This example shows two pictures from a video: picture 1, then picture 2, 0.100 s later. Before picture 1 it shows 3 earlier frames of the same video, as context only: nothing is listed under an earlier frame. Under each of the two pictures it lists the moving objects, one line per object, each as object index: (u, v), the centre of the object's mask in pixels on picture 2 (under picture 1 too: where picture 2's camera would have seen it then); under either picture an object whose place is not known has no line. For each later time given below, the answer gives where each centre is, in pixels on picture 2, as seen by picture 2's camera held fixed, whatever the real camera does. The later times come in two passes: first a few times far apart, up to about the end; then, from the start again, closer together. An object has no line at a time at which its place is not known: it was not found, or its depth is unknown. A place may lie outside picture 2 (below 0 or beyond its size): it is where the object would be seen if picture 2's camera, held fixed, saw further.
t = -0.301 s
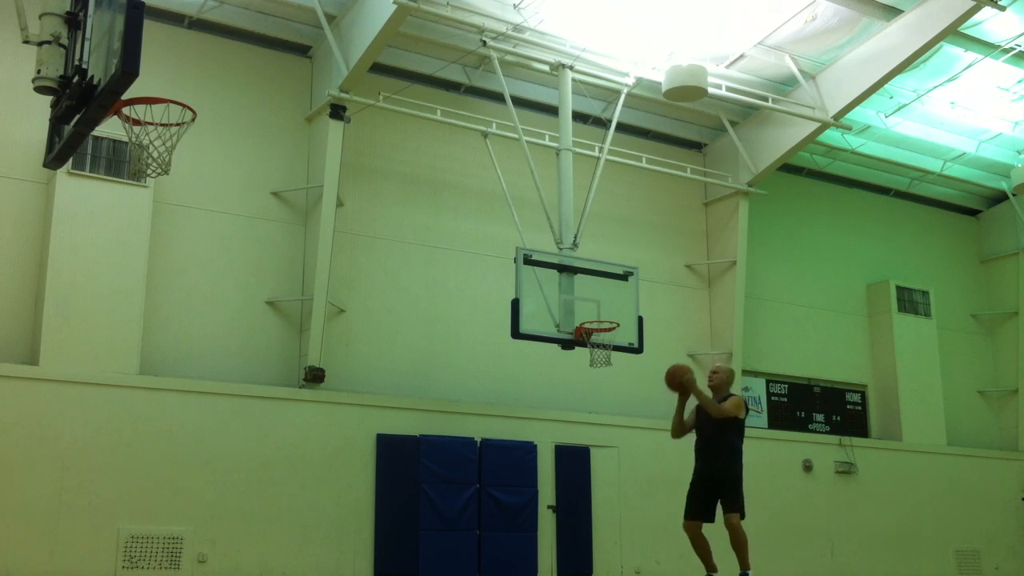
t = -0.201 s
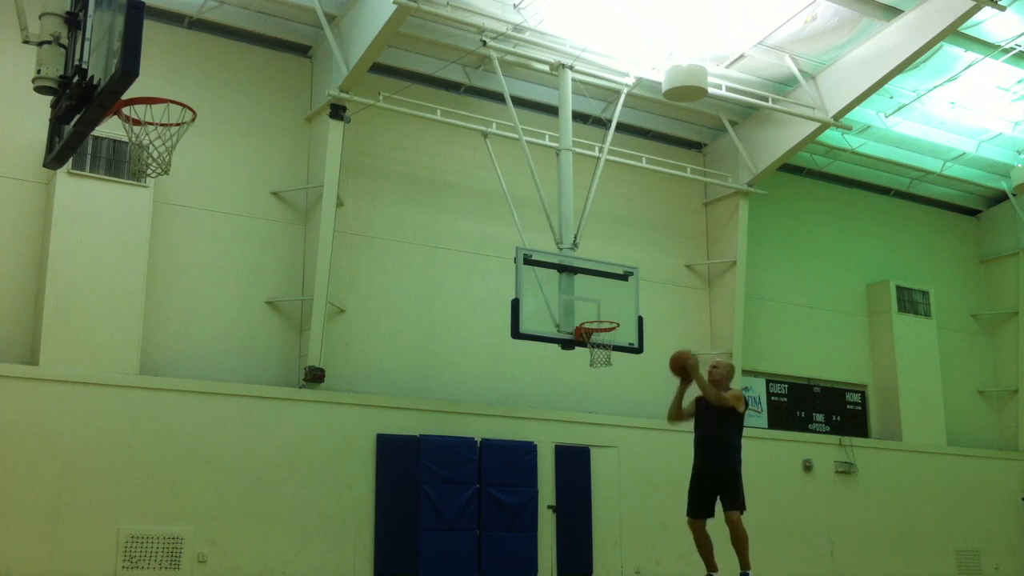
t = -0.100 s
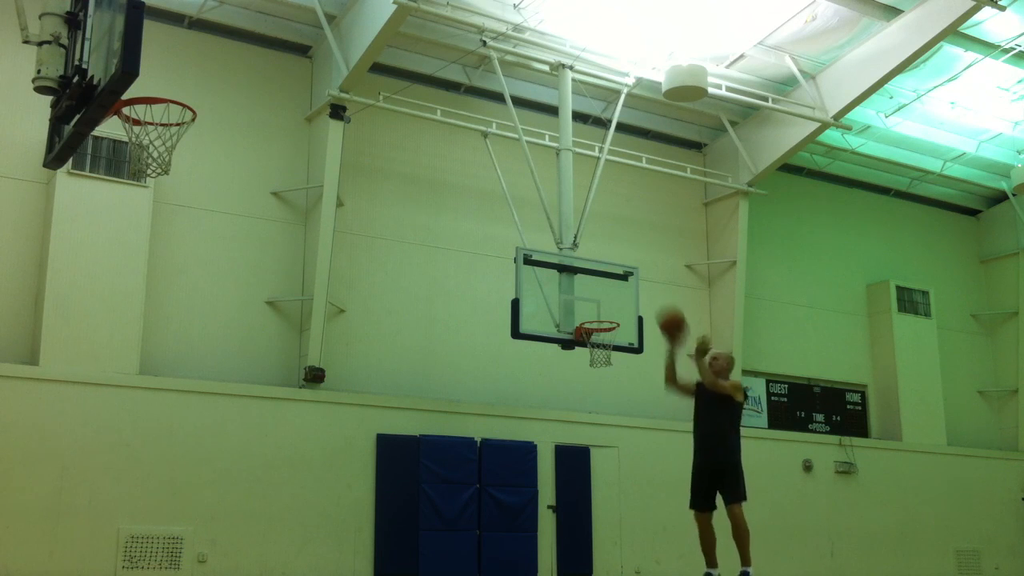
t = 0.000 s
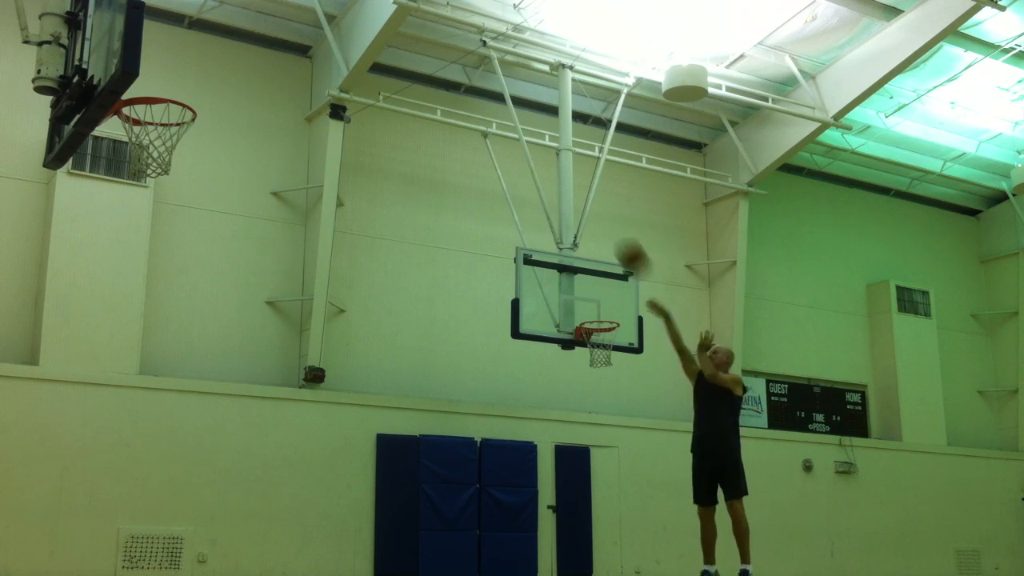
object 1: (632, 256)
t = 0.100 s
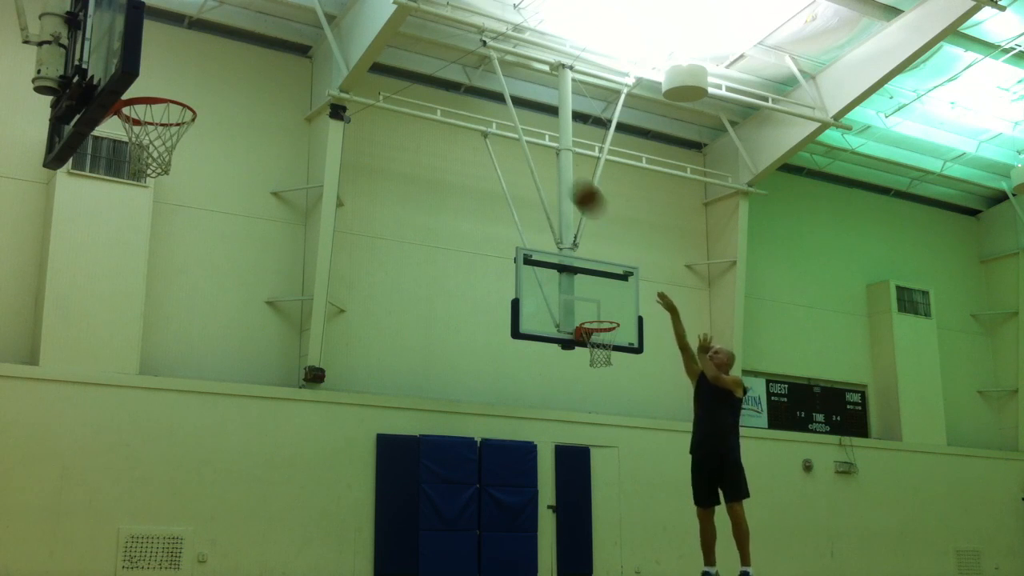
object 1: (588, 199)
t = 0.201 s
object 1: (542, 149)
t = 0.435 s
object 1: (431, 70)
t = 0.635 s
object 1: (323, 52)
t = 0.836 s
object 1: (204, 83)
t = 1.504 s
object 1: (175, 282)
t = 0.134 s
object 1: (572, 181)
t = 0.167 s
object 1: (557, 164)
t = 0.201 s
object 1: (542, 149)
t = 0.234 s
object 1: (526, 133)
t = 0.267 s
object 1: (510, 119)
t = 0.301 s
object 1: (494, 110)
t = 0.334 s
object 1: (478, 97)
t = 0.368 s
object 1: (463, 88)
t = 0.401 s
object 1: (448, 79)
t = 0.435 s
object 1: (431, 70)
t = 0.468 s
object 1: (413, 64)
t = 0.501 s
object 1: (396, 58)
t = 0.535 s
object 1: (377, 55)
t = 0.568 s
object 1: (360, 53)
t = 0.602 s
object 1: (339, 51)
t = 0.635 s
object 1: (323, 52)
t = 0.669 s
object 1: (304, 54)
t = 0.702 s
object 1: (286, 56)
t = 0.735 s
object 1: (265, 61)
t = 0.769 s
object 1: (245, 67)
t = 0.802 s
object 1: (224, 75)
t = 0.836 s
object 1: (204, 83)
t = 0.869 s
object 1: (184, 92)
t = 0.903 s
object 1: (160, 107)
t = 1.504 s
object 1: (175, 282)
